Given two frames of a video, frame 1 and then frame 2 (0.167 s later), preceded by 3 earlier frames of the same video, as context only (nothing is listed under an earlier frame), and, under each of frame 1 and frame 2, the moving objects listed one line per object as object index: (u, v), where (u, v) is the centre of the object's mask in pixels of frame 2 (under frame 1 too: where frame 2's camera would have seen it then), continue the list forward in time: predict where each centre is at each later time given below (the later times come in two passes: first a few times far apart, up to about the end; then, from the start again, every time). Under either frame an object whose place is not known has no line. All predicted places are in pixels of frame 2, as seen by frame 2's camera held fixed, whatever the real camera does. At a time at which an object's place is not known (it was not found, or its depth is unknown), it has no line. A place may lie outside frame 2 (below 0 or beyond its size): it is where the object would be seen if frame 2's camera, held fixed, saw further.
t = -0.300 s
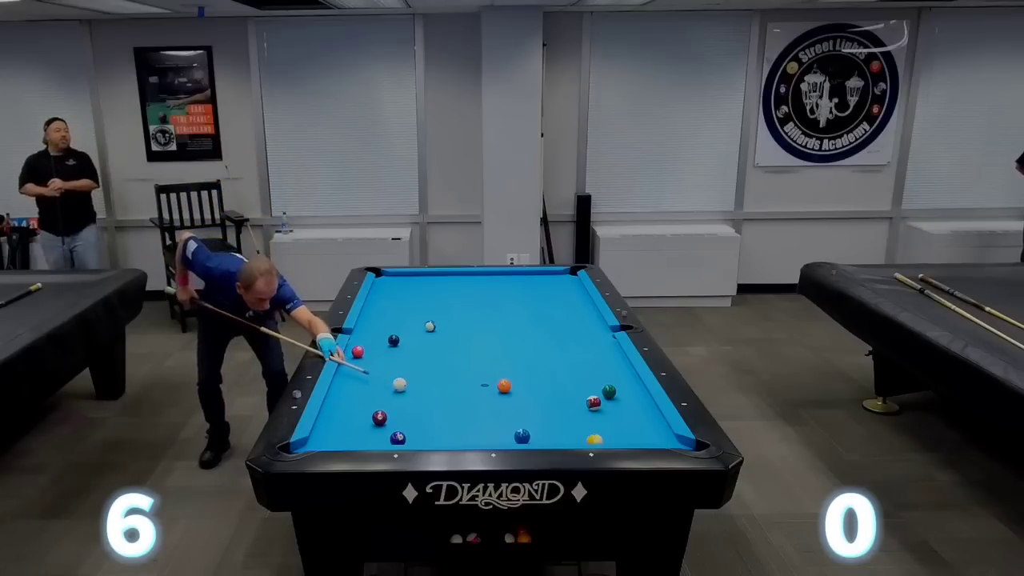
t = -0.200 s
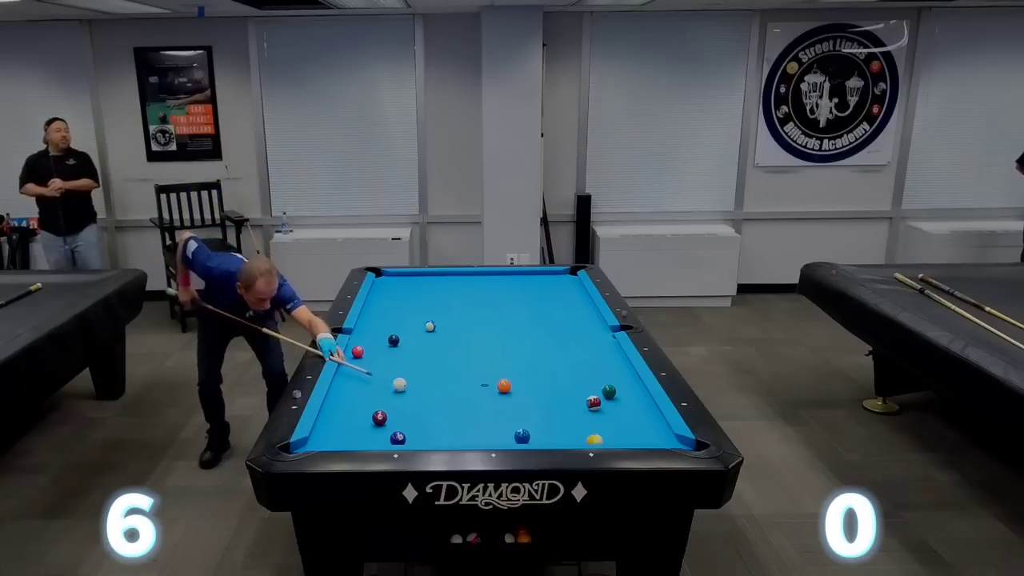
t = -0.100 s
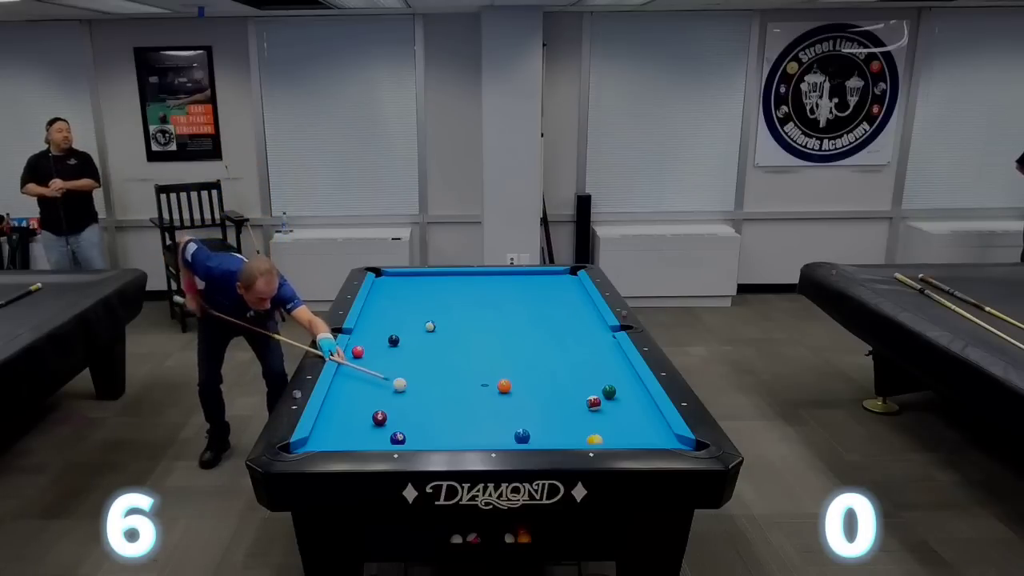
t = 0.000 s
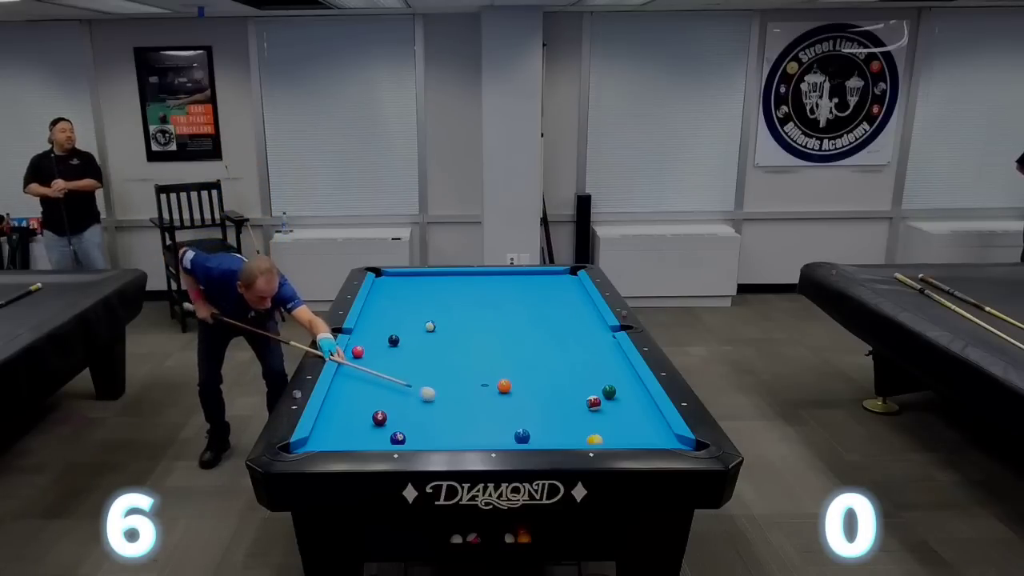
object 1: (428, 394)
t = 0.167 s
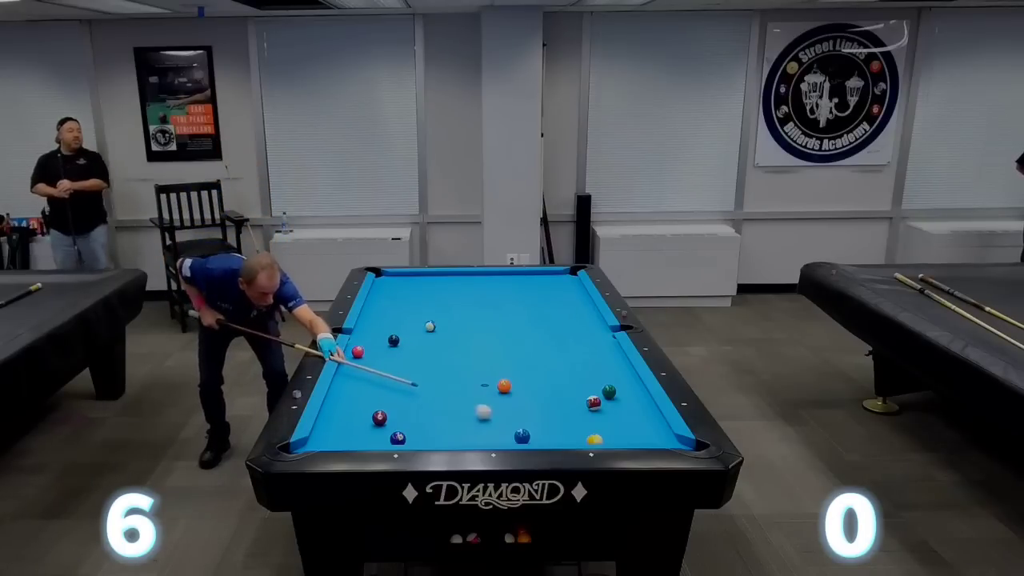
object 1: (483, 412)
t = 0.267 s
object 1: (518, 422)
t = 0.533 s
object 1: (583, 433)
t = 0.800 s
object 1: (607, 415)
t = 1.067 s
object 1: (628, 400)
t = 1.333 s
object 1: (633, 387)
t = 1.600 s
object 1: (613, 377)
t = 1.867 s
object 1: (595, 369)
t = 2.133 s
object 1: (578, 362)
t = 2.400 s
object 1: (563, 356)
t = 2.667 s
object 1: (550, 350)
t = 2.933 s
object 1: (537, 344)
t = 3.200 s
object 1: (526, 340)
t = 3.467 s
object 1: (516, 335)
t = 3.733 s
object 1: (507, 331)
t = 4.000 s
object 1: (499, 328)
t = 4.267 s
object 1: (491, 325)
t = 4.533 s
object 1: (485, 322)
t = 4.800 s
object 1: (479, 320)
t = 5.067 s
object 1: (474, 318)
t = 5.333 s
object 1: (469, 316)
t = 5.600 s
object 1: (465, 314)
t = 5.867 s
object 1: (462, 313)
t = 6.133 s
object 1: (460, 312)
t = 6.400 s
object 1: (457, 311)
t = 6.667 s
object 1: (456, 311)
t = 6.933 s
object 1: (456, 311)
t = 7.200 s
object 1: (456, 311)
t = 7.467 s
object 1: (456, 311)
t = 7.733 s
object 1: (456, 311)
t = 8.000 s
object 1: (456, 311)
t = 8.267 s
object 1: (456, 311)
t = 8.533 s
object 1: (456, 311)
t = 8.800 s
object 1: (456, 311)
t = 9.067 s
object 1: (456, 311)
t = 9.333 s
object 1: (456, 311)
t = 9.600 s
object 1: (456, 311)
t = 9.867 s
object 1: (456, 311)
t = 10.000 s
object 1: (456, 311)
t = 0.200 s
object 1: (494, 415)
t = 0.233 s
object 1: (506, 419)
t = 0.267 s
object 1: (518, 422)
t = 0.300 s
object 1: (531, 426)
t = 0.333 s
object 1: (543, 431)
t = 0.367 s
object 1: (556, 435)
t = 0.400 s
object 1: (568, 437)
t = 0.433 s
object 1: (578, 439)
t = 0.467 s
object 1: (580, 437)
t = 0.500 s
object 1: (581, 435)
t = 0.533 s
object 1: (583, 433)
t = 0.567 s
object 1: (587, 430)
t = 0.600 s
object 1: (590, 428)
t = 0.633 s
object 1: (593, 426)
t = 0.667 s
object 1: (596, 424)
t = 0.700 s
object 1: (599, 422)
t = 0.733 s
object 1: (602, 420)
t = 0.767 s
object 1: (605, 417)
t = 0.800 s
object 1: (607, 415)
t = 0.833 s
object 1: (610, 413)
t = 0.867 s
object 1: (613, 411)
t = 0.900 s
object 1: (616, 409)
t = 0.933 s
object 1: (618, 407)
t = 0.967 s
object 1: (621, 405)
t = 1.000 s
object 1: (624, 403)
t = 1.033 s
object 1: (626, 402)
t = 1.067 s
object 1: (628, 400)
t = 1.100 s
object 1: (631, 398)
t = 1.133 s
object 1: (633, 396)
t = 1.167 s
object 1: (636, 395)
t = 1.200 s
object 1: (638, 392)
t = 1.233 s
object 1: (640, 391)
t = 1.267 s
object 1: (639, 389)
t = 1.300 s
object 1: (637, 388)
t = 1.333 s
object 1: (633, 387)
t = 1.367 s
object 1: (631, 386)
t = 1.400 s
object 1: (629, 385)
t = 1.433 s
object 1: (626, 383)
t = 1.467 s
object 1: (623, 382)
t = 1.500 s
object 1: (620, 381)
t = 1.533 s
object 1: (618, 380)
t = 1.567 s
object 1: (616, 379)
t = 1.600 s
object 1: (613, 377)
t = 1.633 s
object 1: (611, 376)
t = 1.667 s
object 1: (609, 376)
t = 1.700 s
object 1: (606, 375)
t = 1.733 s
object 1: (604, 373)
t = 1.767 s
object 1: (602, 372)
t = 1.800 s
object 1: (599, 371)
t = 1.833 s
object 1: (597, 370)
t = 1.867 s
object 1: (595, 369)
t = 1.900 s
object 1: (593, 368)
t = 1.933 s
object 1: (591, 367)
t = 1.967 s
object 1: (589, 367)
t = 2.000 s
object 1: (587, 365)
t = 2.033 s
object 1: (584, 365)
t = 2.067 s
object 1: (582, 364)
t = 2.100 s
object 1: (580, 363)
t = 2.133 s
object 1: (578, 362)
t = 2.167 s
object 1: (576, 361)
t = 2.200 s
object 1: (574, 360)
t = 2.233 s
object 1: (573, 360)
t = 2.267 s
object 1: (571, 359)
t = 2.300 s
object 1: (569, 358)
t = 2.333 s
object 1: (567, 357)
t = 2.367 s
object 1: (565, 356)
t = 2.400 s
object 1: (563, 356)
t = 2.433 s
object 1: (562, 355)
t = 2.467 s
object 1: (560, 354)
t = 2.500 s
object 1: (558, 353)
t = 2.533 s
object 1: (556, 352)
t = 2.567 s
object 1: (555, 352)
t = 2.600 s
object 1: (553, 351)
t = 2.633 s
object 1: (551, 350)
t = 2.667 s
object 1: (550, 350)
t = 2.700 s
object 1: (548, 349)
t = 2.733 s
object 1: (546, 348)
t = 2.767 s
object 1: (545, 348)
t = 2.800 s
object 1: (543, 347)
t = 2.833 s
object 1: (542, 346)
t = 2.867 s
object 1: (540, 346)
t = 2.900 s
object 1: (539, 345)
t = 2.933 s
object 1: (537, 344)
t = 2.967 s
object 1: (536, 344)
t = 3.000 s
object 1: (534, 343)
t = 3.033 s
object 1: (533, 342)
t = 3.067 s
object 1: (532, 342)
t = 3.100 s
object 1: (530, 341)
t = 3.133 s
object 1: (529, 341)
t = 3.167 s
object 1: (528, 340)
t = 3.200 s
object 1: (526, 340)
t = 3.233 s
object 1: (525, 339)
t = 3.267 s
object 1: (523, 338)
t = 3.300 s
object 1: (522, 338)
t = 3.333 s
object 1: (521, 337)
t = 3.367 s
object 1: (519, 337)
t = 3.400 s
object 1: (518, 336)
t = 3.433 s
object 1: (517, 336)
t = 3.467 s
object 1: (516, 335)
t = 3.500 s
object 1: (514, 335)
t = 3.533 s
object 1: (513, 334)
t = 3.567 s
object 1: (512, 334)
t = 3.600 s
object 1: (511, 333)
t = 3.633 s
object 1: (510, 333)
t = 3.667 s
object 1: (509, 332)
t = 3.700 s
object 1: (508, 332)
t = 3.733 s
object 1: (507, 331)
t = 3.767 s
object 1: (506, 331)
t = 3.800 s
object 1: (505, 330)
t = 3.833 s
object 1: (503, 330)
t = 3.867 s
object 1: (502, 329)
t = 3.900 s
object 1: (502, 329)
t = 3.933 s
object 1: (501, 329)
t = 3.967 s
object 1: (499, 328)
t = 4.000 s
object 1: (499, 328)
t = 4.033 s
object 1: (498, 327)
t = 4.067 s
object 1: (497, 327)
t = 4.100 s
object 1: (496, 327)
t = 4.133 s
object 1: (495, 326)
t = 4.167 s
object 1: (494, 326)
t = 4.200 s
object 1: (493, 325)
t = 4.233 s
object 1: (492, 325)
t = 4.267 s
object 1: (491, 325)
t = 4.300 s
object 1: (490, 324)
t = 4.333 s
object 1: (489, 324)
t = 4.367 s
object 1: (489, 323)
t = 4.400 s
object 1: (488, 323)
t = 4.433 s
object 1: (487, 323)
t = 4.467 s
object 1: (486, 323)
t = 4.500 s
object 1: (485, 322)
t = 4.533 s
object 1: (485, 322)
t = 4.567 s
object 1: (484, 322)
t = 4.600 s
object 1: (483, 321)
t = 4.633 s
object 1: (482, 321)
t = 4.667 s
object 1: (482, 321)
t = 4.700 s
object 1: (481, 321)
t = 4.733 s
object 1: (480, 320)
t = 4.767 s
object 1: (480, 320)
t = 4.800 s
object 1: (479, 320)
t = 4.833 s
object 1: (478, 320)
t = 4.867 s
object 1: (478, 319)
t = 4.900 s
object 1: (477, 319)
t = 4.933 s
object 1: (476, 319)
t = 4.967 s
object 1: (476, 318)
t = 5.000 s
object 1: (475, 318)
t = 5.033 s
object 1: (474, 318)
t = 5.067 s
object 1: (474, 318)
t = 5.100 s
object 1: (473, 317)
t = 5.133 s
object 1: (472, 317)
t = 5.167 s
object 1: (472, 317)
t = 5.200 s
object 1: (471, 317)
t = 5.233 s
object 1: (470, 316)
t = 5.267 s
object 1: (470, 316)
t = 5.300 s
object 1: (470, 316)
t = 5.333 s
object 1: (469, 316)
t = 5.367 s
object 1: (468, 315)
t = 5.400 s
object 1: (468, 315)
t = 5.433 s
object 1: (468, 315)
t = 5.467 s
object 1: (467, 315)
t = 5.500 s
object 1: (467, 315)
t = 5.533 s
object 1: (466, 315)
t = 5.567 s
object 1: (466, 314)
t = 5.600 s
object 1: (465, 314)
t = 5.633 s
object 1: (465, 314)
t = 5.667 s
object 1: (465, 314)
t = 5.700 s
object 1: (464, 314)
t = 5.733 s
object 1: (464, 313)
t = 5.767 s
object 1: (463, 313)
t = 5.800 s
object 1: (463, 313)
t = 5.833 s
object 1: (463, 313)
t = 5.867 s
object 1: (462, 313)
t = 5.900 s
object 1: (462, 313)
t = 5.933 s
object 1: (462, 313)
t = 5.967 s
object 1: (461, 313)
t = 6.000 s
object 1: (461, 312)
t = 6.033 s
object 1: (460, 312)
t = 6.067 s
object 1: (460, 312)
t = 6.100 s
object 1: (460, 312)
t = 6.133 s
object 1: (460, 312)
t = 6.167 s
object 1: (459, 312)
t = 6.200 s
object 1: (459, 312)
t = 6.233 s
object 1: (459, 312)
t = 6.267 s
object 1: (458, 312)
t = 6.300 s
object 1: (458, 311)
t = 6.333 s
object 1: (458, 311)
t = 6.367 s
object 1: (458, 311)
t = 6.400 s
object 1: (457, 311)
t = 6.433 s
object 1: (457, 311)
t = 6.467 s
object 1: (457, 311)
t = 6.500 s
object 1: (457, 311)
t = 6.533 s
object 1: (457, 311)
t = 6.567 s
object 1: (457, 311)
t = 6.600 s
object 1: (456, 311)
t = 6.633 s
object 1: (456, 311)
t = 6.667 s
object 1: (456, 311)
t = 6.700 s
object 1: (456, 311)
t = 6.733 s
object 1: (456, 311)
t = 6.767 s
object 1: (456, 311)
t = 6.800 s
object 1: (456, 311)
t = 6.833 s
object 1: (456, 311)
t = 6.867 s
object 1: (456, 311)
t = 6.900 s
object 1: (456, 311)
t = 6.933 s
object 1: (456, 311)
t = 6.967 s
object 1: (456, 311)
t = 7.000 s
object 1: (456, 311)
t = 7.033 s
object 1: (456, 311)
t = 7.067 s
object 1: (456, 311)
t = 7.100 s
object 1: (456, 311)
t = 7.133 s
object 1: (456, 311)
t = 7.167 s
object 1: (456, 311)
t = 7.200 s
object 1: (456, 311)
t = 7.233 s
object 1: (456, 311)
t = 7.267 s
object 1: (456, 311)
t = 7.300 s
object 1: (456, 311)
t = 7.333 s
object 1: (456, 311)
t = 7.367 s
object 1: (456, 311)
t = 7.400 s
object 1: (456, 311)
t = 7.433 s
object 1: (456, 311)
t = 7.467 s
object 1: (456, 311)
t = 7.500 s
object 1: (456, 311)
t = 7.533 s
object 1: (456, 311)
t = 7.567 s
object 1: (456, 311)
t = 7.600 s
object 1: (456, 311)
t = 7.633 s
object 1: (456, 311)
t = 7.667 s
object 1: (456, 311)
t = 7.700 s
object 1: (456, 311)
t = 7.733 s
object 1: (456, 311)
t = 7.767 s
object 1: (456, 311)
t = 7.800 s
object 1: (456, 311)
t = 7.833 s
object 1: (456, 311)
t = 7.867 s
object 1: (456, 311)
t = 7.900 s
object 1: (456, 311)
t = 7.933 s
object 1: (456, 311)
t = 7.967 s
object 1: (456, 311)
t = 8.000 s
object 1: (456, 311)
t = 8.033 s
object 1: (456, 311)
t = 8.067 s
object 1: (456, 311)
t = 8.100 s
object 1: (456, 311)
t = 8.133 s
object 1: (456, 311)
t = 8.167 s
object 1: (456, 311)
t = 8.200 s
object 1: (456, 311)
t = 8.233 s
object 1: (456, 311)
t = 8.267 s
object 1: (456, 311)
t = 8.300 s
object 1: (456, 311)
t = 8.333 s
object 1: (456, 311)
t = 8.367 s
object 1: (456, 311)
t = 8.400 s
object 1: (456, 311)
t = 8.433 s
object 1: (456, 311)
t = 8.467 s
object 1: (456, 311)
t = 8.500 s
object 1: (456, 311)
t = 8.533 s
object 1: (456, 311)
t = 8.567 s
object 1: (456, 311)
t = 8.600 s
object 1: (456, 311)
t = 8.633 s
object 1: (456, 311)
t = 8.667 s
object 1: (456, 311)
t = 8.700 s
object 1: (456, 311)
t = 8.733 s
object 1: (456, 311)
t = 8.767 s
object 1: (456, 311)
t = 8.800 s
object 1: (456, 311)
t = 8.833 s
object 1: (456, 311)
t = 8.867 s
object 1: (456, 311)
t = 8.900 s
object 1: (456, 311)
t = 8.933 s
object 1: (456, 311)
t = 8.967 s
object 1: (456, 311)
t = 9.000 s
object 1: (456, 311)
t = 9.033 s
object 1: (456, 311)
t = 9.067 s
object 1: (456, 311)
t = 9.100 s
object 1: (456, 311)
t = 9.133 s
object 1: (456, 311)
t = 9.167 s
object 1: (456, 311)
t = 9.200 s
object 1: (456, 311)
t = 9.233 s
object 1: (456, 311)
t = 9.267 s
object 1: (456, 311)
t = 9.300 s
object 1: (456, 311)
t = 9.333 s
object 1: (456, 311)
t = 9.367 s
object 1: (456, 311)
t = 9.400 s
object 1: (456, 311)
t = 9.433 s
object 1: (456, 311)
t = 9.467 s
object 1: (456, 311)
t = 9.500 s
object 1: (456, 311)
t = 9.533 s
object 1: (456, 311)
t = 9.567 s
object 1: (456, 311)
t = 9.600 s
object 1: (456, 311)
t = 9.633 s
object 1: (456, 311)
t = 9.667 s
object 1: (456, 311)
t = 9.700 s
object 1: (456, 311)
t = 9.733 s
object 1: (456, 311)
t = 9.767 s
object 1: (456, 311)
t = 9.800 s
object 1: (456, 311)
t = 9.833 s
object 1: (456, 311)
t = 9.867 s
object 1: (456, 311)
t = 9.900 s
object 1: (456, 311)
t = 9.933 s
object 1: (456, 311)
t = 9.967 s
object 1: (456, 311)
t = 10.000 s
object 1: (456, 311)
